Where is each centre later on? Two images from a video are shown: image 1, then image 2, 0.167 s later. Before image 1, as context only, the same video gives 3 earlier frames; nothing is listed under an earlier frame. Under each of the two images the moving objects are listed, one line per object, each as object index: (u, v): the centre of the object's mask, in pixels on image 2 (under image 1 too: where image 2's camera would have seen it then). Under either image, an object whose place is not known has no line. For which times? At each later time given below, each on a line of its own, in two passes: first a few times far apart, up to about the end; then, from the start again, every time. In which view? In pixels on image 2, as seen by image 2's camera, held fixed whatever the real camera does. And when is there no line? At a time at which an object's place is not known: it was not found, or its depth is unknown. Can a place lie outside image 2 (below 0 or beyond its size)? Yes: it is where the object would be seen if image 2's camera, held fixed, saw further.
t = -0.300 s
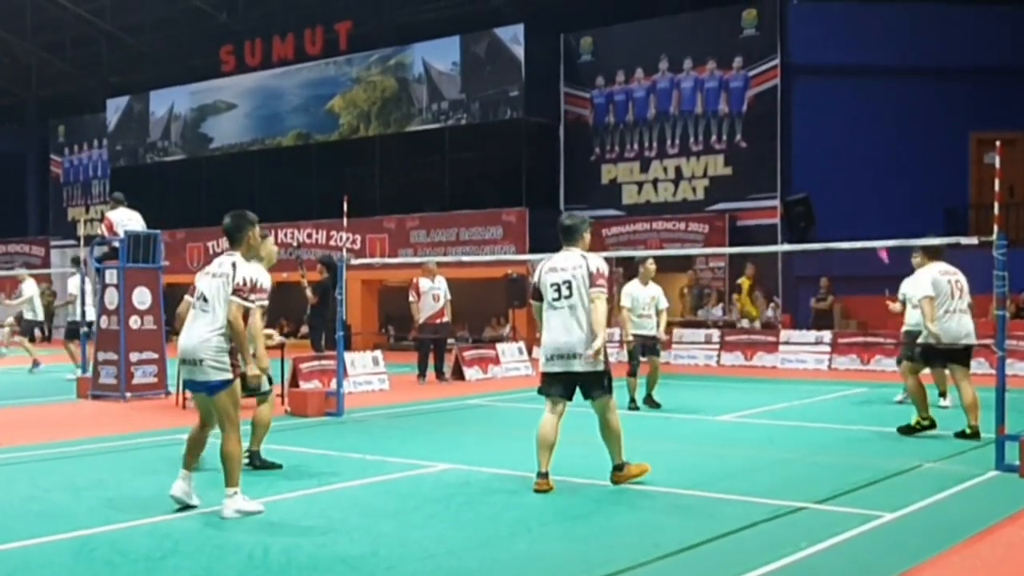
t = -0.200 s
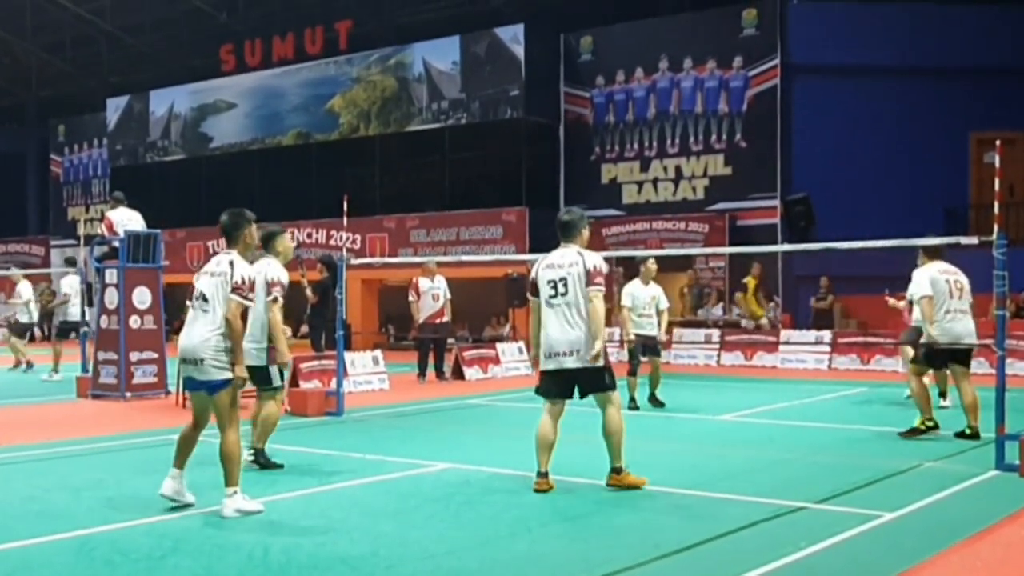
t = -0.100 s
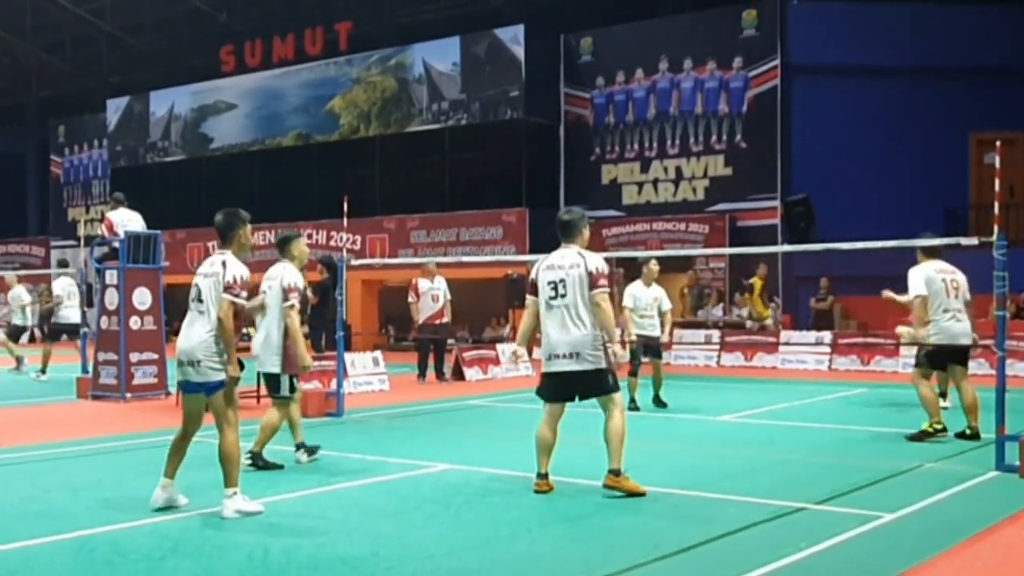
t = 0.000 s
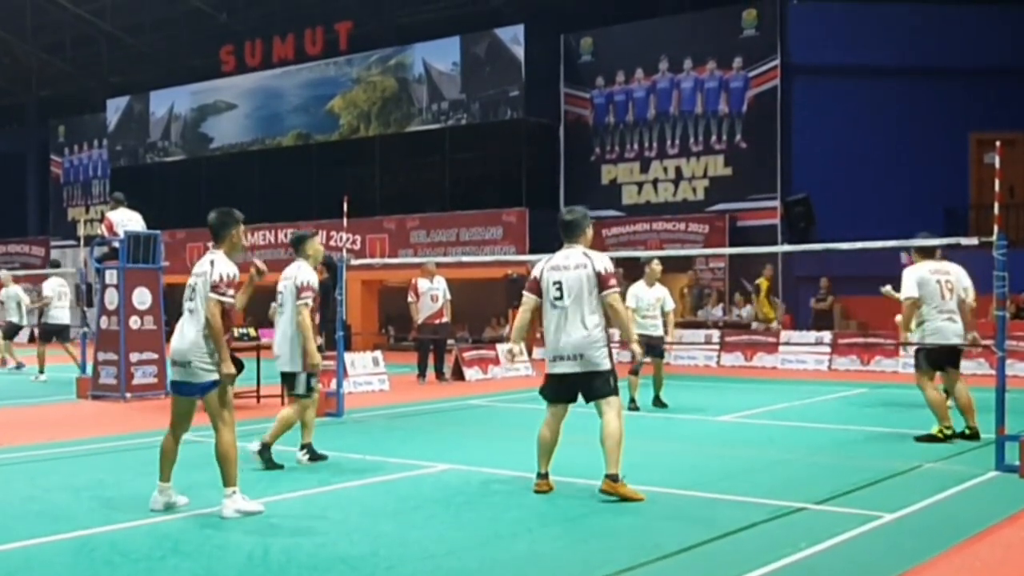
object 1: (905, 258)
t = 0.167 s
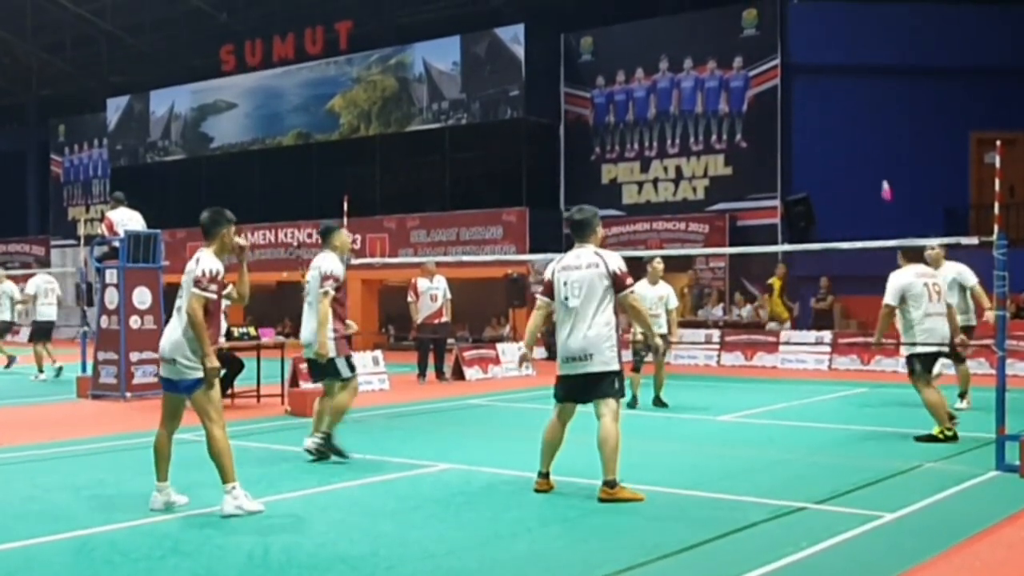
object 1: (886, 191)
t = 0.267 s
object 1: (877, 160)
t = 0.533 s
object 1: (848, 129)
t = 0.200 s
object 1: (883, 179)
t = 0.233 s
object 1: (880, 169)
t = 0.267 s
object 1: (877, 160)
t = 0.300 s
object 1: (874, 151)
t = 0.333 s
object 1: (871, 145)
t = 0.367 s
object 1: (868, 139)
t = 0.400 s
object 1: (864, 134)
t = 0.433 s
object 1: (860, 131)
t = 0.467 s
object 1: (856, 130)
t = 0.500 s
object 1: (852, 129)
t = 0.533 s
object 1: (848, 129)
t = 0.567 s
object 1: (844, 130)
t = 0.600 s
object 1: (840, 132)
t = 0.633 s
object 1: (836, 135)
